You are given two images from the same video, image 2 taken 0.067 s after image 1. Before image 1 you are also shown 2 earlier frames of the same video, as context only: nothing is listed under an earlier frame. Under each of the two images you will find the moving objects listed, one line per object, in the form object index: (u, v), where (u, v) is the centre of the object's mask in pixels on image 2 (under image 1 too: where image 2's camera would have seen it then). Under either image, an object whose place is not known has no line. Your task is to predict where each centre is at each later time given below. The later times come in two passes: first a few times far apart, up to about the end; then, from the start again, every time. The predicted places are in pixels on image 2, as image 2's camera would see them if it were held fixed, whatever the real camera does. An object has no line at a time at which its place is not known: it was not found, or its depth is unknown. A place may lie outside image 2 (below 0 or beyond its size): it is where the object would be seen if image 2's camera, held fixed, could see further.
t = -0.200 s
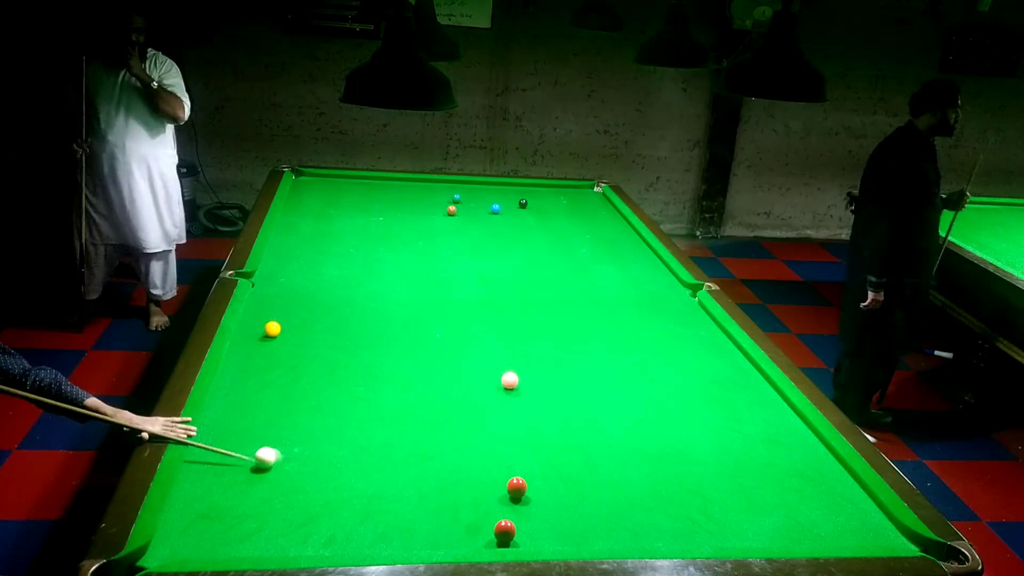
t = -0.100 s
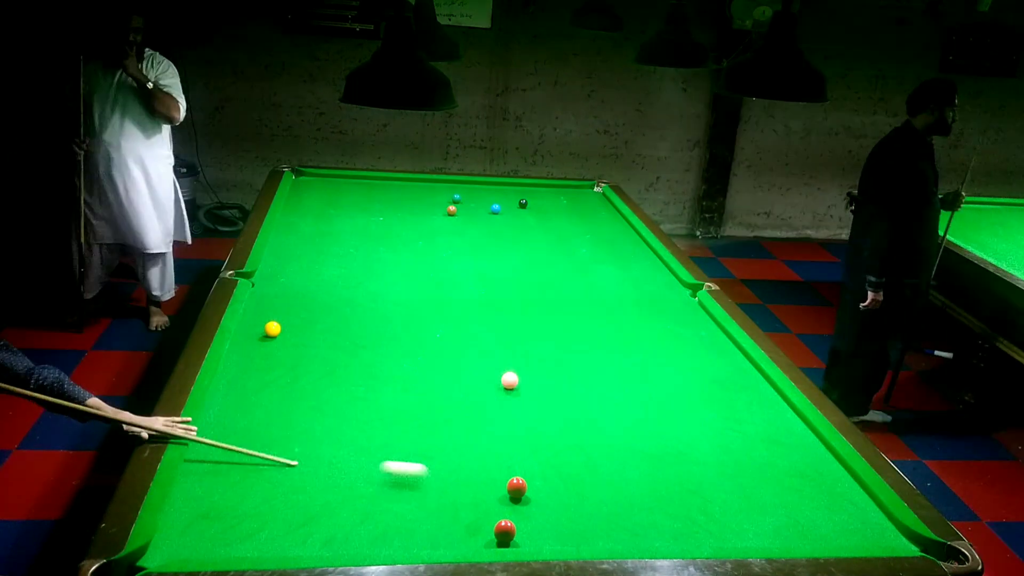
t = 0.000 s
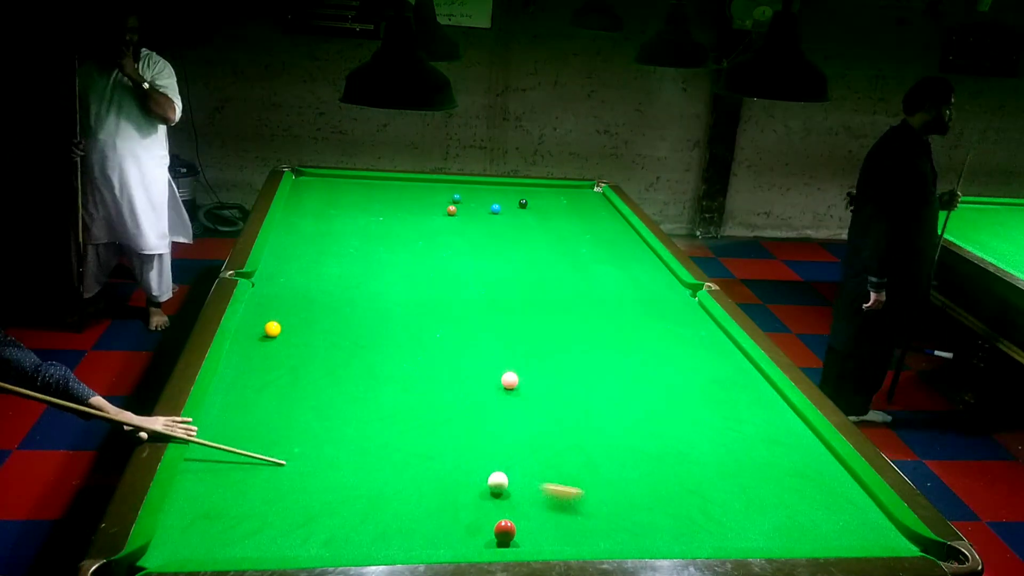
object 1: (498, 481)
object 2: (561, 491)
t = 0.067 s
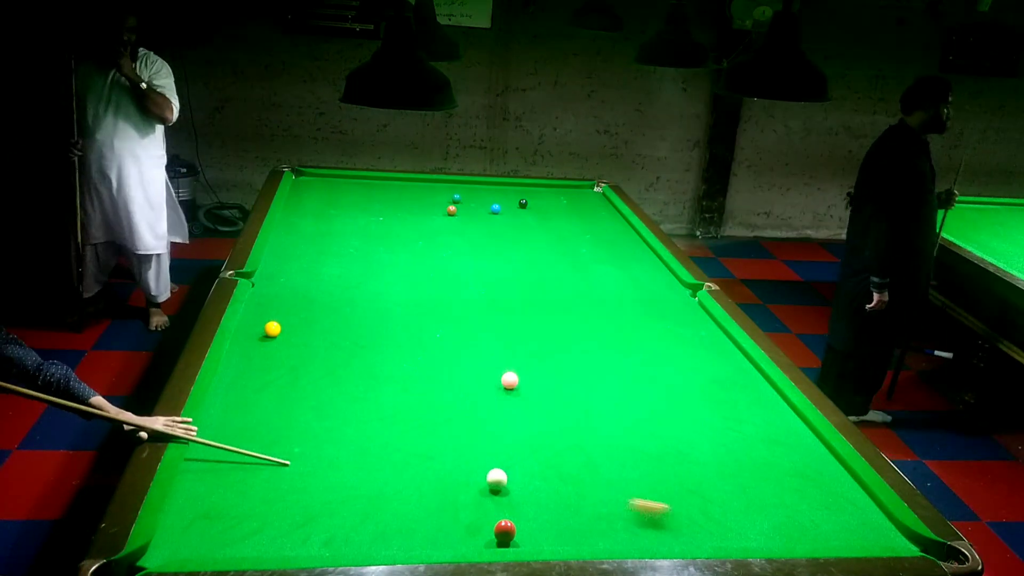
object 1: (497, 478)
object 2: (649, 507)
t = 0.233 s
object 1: (474, 469)
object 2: (850, 537)
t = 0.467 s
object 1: (426, 456)
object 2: (804, 524)
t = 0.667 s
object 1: (387, 447)
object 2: (711, 520)
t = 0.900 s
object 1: (344, 437)
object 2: (606, 516)
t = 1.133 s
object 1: (305, 427)
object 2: (502, 509)
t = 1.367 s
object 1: (268, 418)
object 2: (399, 508)
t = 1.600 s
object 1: (233, 410)
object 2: (296, 505)
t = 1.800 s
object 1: (222, 404)
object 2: (207, 503)
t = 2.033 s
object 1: (244, 398)
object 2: (229, 499)
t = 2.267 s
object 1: (263, 393)
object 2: (290, 494)
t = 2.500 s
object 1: (280, 389)
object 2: (346, 491)
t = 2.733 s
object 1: (295, 385)
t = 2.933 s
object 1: (306, 383)
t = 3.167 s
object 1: (318, 380)
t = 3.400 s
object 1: (327, 378)
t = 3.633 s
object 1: (335, 377)
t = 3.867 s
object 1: (342, 375)
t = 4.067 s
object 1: (346, 374)
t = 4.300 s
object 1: (349, 374)
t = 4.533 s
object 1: (351, 375)
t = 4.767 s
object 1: (351, 374)
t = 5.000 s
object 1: (350, 375)
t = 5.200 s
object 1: (350, 375)
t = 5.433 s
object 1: (350, 375)
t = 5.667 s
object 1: (350, 375)
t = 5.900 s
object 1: (350, 375)
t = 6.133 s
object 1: (350, 375)
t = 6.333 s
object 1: (350, 375)
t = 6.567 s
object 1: (350, 375)
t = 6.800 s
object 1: (350, 375)
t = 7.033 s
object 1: (350, 375)
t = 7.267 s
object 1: (350, 375)
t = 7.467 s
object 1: (350, 375)
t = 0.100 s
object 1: (494, 477)
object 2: (691, 515)
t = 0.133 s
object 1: (491, 474)
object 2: (735, 523)
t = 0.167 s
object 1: (486, 473)
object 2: (777, 531)
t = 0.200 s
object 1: (480, 471)
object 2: (818, 537)
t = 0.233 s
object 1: (474, 469)
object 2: (850, 537)
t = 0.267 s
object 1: (467, 467)
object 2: (872, 532)
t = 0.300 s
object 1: (460, 465)
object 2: (893, 527)
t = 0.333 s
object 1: (453, 463)
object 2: (878, 527)
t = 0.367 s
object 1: (446, 462)
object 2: (858, 526)
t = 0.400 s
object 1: (439, 460)
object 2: (839, 525)
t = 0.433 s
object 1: (432, 459)
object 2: (821, 525)
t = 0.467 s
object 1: (426, 456)
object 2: (804, 524)
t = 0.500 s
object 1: (419, 455)
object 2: (788, 523)
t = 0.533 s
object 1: (412, 453)
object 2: (772, 523)
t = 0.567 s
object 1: (406, 452)
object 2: (757, 523)
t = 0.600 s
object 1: (400, 450)
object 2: (741, 522)
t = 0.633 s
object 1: (393, 449)
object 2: (726, 521)
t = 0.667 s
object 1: (387, 447)
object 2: (711, 520)
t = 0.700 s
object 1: (381, 446)
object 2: (695, 520)
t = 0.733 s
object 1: (375, 444)
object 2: (681, 519)
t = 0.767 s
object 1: (369, 442)
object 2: (665, 519)
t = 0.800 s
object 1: (362, 441)
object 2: (650, 518)
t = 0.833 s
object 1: (357, 439)
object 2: (635, 517)
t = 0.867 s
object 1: (350, 438)
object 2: (620, 516)
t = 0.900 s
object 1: (344, 437)
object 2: (606, 516)
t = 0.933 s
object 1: (339, 435)
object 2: (591, 515)
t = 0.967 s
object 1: (333, 434)
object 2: (576, 514)
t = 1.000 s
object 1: (327, 432)
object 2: (561, 514)
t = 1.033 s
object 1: (321, 431)
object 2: (546, 513)
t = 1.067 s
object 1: (316, 430)
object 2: (531, 512)
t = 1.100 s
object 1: (310, 429)
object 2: (516, 511)
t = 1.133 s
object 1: (305, 427)
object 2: (502, 509)
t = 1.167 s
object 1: (299, 425)
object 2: (487, 510)
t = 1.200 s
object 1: (294, 424)
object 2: (472, 510)
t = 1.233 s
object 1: (289, 423)
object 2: (458, 510)
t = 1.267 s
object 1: (283, 422)
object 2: (443, 509)
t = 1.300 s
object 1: (278, 420)
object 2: (428, 508)
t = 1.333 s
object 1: (273, 419)
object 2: (414, 508)
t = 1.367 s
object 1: (268, 418)
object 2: (399, 508)
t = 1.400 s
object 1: (263, 417)
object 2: (384, 507)
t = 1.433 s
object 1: (258, 415)
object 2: (370, 507)
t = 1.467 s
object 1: (253, 414)
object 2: (355, 506)
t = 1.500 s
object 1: (248, 413)
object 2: (340, 506)
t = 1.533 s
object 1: (243, 412)
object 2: (325, 506)
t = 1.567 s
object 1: (238, 411)
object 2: (311, 505)
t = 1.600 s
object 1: (233, 410)
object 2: (296, 505)
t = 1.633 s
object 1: (228, 409)
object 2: (281, 505)
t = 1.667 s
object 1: (224, 408)
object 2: (266, 505)
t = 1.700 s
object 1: (219, 406)
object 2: (251, 505)
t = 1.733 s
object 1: (216, 405)
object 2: (236, 505)
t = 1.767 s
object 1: (219, 404)
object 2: (222, 504)
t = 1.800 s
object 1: (222, 404)
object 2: (207, 503)
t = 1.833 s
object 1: (226, 403)
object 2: (192, 503)
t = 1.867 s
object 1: (229, 402)
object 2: (181, 503)
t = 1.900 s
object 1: (232, 401)
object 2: (191, 502)
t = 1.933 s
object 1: (235, 400)
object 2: (202, 501)
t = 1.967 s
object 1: (238, 400)
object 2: (211, 501)
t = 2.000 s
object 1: (241, 399)
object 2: (220, 500)
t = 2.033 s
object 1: (244, 398)
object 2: (229, 499)
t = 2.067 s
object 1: (246, 398)
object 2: (238, 499)
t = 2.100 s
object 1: (249, 397)
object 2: (247, 498)
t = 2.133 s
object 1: (252, 396)
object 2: (256, 497)
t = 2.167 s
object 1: (255, 395)
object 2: (265, 496)
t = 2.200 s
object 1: (258, 394)
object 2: (273, 496)
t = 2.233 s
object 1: (261, 393)
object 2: (282, 495)
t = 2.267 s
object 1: (263, 393)
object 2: (290, 494)
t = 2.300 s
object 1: (266, 392)
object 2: (299, 494)
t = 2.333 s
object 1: (268, 392)
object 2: (306, 493)
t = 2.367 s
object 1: (270, 391)
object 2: (315, 493)
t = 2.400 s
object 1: (273, 391)
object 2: (323, 492)
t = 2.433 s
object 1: (275, 390)
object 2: (331, 492)
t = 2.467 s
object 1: (277, 390)
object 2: (338, 491)
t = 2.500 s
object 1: (280, 389)
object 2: (346, 491)
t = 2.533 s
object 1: (282, 389)
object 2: (354, 490)
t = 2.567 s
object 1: (284, 388)
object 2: (361, 489)
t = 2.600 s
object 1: (286, 388)
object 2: (369, 488)
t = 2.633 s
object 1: (288, 387)
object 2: (376, 488)
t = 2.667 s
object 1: (291, 386)
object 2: (384, 487)
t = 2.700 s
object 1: (293, 386)
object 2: (391, 487)
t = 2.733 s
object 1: (295, 385)
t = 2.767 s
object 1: (297, 385)
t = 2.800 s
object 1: (299, 384)
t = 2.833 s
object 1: (301, 384)
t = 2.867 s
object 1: (302, 384)
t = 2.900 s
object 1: (304, 383)
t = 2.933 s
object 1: (306, 383)
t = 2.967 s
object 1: (307, 383)
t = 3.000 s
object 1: (309, 382)
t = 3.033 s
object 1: (311, 382)
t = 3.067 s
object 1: (313, 381)
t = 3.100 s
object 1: (314, 381)
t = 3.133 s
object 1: (316, 380)
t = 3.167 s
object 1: (318, 380)
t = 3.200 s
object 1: (319, 380)
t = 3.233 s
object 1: (320, 379)
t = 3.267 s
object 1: (322, 379)
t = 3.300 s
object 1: (323, 379)
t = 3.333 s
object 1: (325, 378)
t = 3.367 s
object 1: (326, 378)
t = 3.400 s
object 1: (327, 378)
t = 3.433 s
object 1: (329, 378)
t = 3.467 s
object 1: (330, 378)
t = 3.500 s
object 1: (331, 377)
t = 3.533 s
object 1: (332, 377)
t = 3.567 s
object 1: (333, 377)
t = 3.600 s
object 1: (334, 376)
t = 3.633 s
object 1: (335, 377)
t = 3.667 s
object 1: (336, 376)
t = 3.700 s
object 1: (337, 376)
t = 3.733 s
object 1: (338, 376)
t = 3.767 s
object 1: (339, 376)
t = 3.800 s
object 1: (340, 375)
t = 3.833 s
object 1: (341, 375)
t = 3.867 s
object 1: (342, 375)
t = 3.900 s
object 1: (343, 375)
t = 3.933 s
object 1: (343, 375)
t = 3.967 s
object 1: (344, 375)
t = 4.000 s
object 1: (345, 375)
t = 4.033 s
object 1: (346, 374)
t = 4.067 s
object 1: (346, 374)
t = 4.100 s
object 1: (347, 374)
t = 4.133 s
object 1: (347, 374)
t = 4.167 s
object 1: (348, 374)
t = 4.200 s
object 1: (348, 375)
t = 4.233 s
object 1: (349, 374)
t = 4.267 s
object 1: (349, 374)
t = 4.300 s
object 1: (349, 374)
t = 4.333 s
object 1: (350, 374)
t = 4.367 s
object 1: (350, 375)
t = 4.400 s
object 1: (350, 375)
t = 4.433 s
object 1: (351, 375)
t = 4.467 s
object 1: (351, 375)
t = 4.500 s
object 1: (351, 375)
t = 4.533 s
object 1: (351, 375)
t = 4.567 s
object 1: (351, 375)
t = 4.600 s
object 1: (351, 374)
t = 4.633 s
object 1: (351, 374)
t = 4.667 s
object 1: (351, 374)
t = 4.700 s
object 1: (351, 374)
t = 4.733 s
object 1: (351, 374)
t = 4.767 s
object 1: (351, 374)
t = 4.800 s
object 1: (351, 375)
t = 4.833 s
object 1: (350, 375)
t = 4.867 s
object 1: (351, 374)
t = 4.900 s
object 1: (350, 375)
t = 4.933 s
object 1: (350, 375)
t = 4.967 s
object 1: (350, 375)
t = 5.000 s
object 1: (350, 375)
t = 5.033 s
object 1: (350, 374)
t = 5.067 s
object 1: (350, 375)
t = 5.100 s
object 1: (350, 375)
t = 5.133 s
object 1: (350, 375)
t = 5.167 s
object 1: (350, 375)
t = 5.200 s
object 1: (350, 375)
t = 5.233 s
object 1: (350, 375)
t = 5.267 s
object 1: (350, 375)
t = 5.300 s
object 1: (350, 375)
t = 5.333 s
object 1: (350, 375)
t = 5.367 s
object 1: (350, 375)
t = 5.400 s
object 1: (350, 375)
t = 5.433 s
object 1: (350, 375)
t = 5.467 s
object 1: (350, 375)
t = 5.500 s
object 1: (350, 375)
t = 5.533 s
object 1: (350, 375)
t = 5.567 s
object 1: (350, 375)
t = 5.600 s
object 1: (350, 375)
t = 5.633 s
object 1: (350, 375)
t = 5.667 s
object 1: (350, 375)
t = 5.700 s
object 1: (350, 375)
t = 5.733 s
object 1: (350, 375)
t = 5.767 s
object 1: (350, 375)
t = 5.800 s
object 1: (350, 375)
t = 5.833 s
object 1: (350, 375)
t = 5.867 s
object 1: (350, 375)
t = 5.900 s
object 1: (350, 375)
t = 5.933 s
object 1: (350, 375)
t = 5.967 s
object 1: (350, 375)
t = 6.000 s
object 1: (350, 375)
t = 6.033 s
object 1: (350, 375)
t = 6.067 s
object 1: (350, 375)
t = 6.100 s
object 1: (350, 375)
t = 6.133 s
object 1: (350, 375)
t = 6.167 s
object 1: (350, 375)
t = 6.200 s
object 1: (350, 375)
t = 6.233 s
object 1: (350, 375)
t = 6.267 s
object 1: (350, 375)
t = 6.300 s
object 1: (350, 375)
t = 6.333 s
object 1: (350, 375)
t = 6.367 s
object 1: (350, 375)
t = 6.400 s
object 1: (350, 375)
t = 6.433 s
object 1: (350, 375)
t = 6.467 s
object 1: (350, 375)
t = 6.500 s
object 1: (350, 375)
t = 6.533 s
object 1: (350, 375)
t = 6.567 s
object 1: (350, 375)
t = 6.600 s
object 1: (350, 375)
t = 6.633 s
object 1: (350, 375)
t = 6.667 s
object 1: (350, 375)
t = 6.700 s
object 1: (350, 375)
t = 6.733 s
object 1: (350, 375)
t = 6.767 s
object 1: (350, 375)
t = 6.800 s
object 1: (350, 375)
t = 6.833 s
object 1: (350, 375)
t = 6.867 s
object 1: (350, 375)
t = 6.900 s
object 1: (350, 375)
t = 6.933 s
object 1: (350, 375)
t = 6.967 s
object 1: (350, 375)
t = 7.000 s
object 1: (350, 375)
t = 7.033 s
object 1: (350, 375)
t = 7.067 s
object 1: (350, 375)
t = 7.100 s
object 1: (350, 375)
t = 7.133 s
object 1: (350, 375)
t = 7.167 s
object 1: (350, 375)
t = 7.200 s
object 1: (350, 375)
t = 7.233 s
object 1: (350, 375)
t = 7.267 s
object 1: (350, 375)
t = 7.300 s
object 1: (350, 375)
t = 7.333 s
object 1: (350, 375)
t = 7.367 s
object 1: (350, 375)
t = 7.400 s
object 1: (350, 375)
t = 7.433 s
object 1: (350, 375)
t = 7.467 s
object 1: (350, 375)
